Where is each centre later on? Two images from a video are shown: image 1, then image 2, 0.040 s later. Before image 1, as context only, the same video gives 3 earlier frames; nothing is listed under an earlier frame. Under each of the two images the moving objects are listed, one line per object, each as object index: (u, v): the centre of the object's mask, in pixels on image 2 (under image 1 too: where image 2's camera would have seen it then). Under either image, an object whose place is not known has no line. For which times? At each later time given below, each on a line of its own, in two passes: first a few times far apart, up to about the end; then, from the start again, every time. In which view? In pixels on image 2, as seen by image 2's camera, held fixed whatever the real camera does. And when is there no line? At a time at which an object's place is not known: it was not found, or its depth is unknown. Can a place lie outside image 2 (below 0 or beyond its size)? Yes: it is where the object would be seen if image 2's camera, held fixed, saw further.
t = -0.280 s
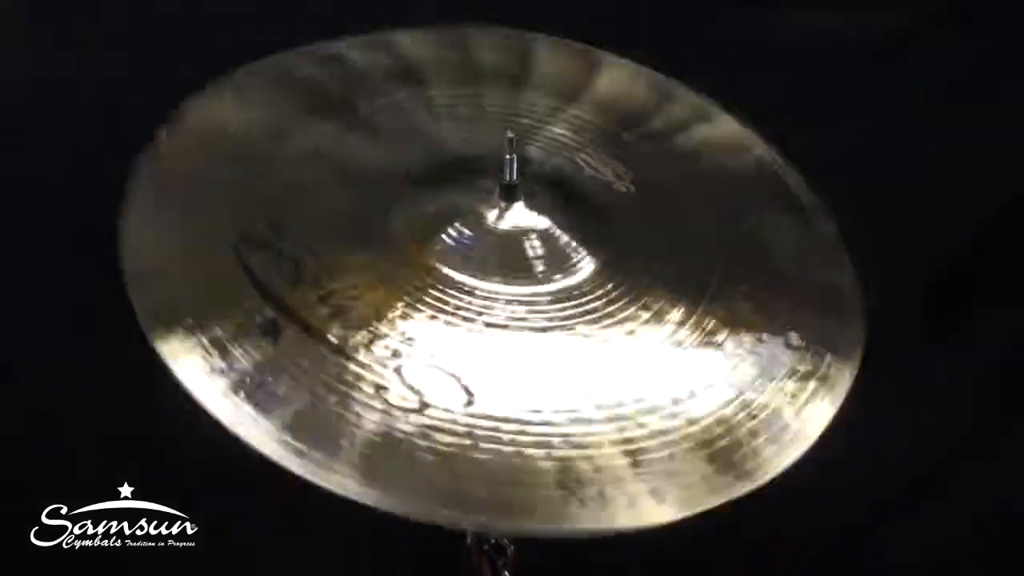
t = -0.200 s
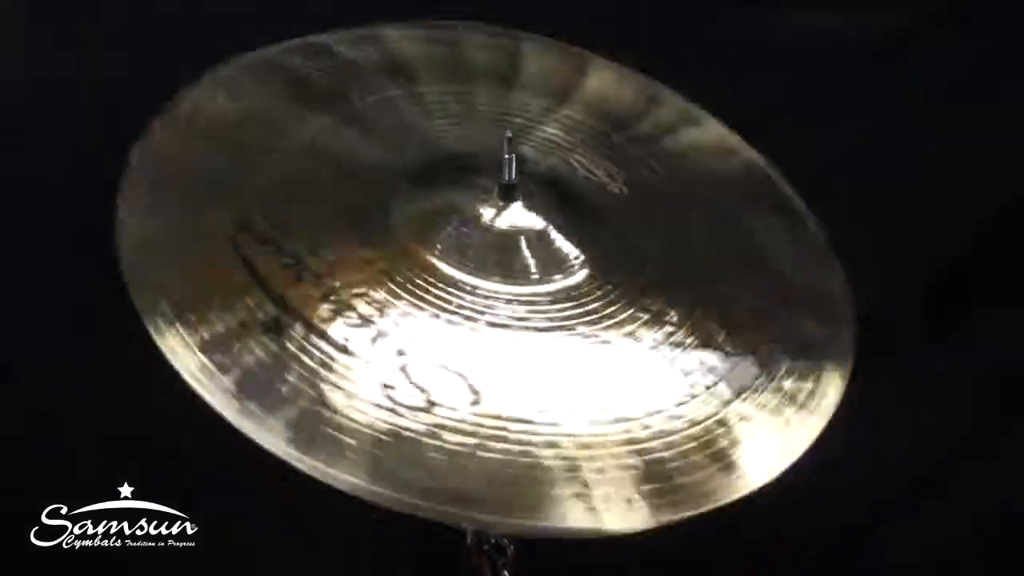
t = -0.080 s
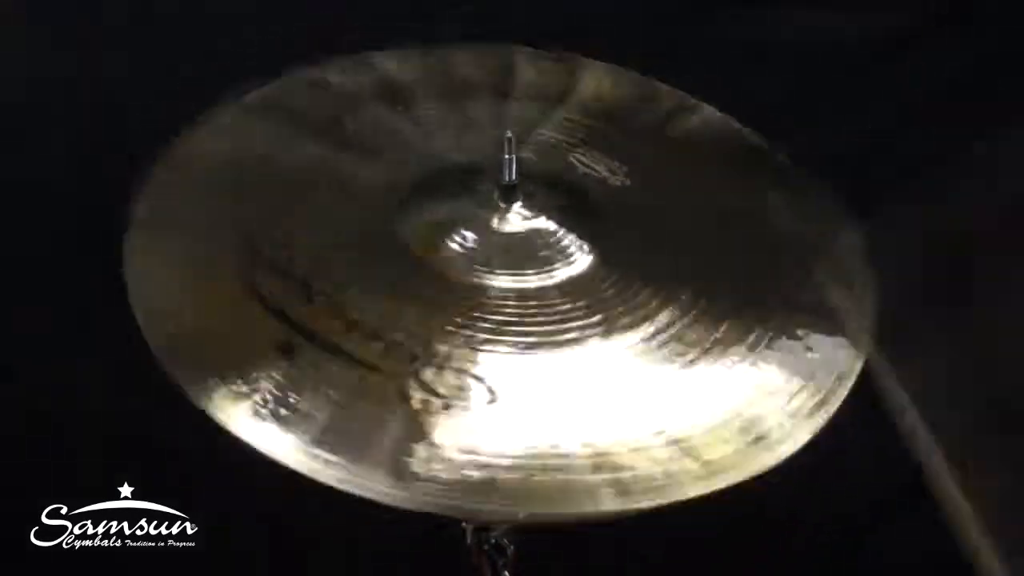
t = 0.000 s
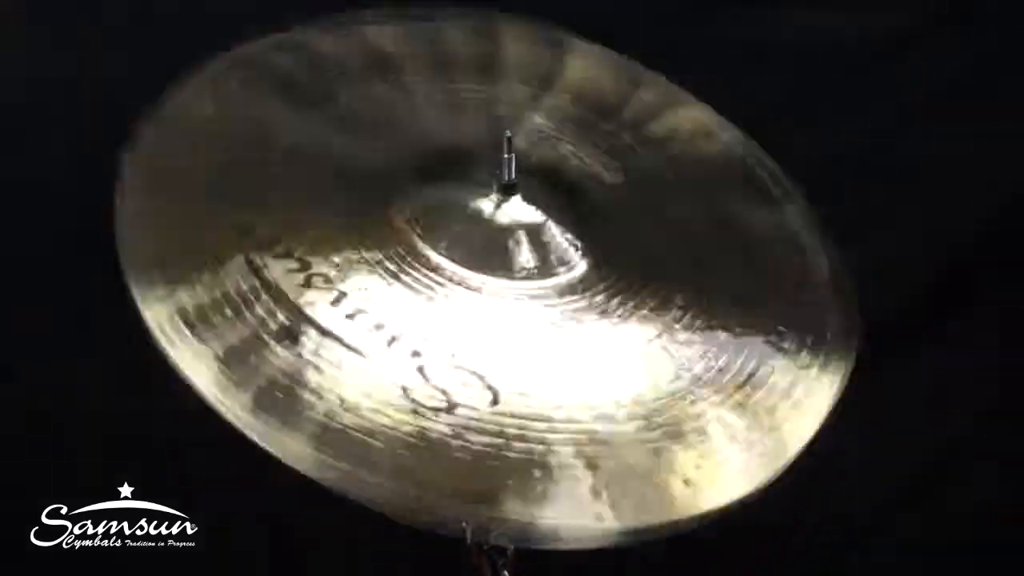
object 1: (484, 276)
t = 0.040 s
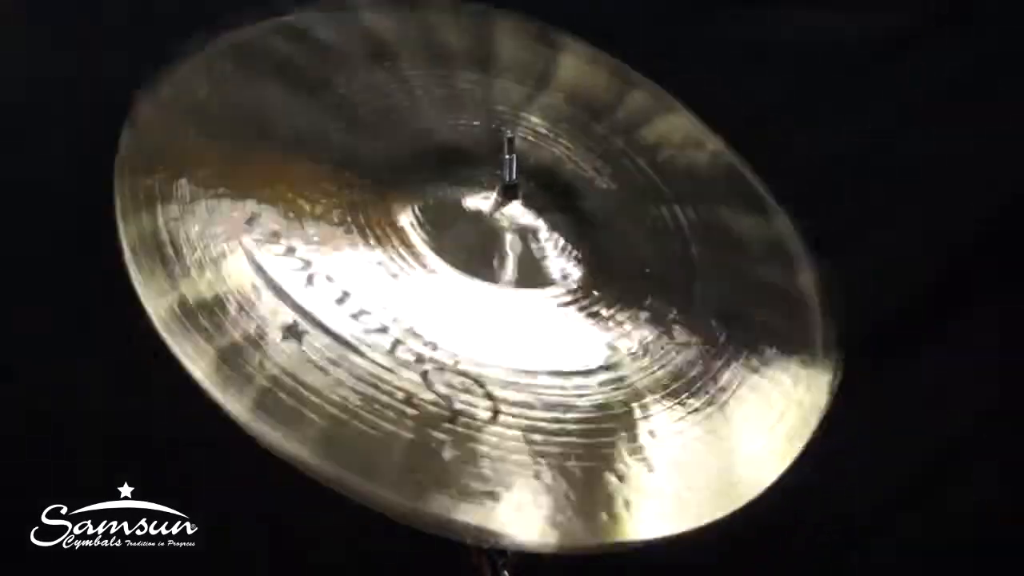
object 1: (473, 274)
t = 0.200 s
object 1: (486, 278)
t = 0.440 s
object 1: (539, 276)
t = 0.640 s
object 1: (514, 285)
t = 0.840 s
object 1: (485, 280)
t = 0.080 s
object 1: (470, 271)
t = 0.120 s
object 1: (470, 271)
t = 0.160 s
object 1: (476, 273)
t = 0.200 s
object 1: (486, 278)
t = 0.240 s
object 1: (495, 282)
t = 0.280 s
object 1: (506, 284)
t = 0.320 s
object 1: (521, 284)
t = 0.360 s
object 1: (529, 282)
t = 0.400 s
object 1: (534, 280)
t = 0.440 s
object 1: (539, 276)
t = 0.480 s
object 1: (539, 276)
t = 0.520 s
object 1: (537, 278)
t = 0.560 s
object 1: (531, 280)
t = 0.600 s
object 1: (523, 283)
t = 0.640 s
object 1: (514, 285)
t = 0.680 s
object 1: (503, 285)
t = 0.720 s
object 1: (494, 283)
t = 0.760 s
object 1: (488, 281)
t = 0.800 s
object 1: (485, 280)
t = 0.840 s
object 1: (485, 280)
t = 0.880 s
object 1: (488, 281)
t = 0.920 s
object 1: (495, 284)
